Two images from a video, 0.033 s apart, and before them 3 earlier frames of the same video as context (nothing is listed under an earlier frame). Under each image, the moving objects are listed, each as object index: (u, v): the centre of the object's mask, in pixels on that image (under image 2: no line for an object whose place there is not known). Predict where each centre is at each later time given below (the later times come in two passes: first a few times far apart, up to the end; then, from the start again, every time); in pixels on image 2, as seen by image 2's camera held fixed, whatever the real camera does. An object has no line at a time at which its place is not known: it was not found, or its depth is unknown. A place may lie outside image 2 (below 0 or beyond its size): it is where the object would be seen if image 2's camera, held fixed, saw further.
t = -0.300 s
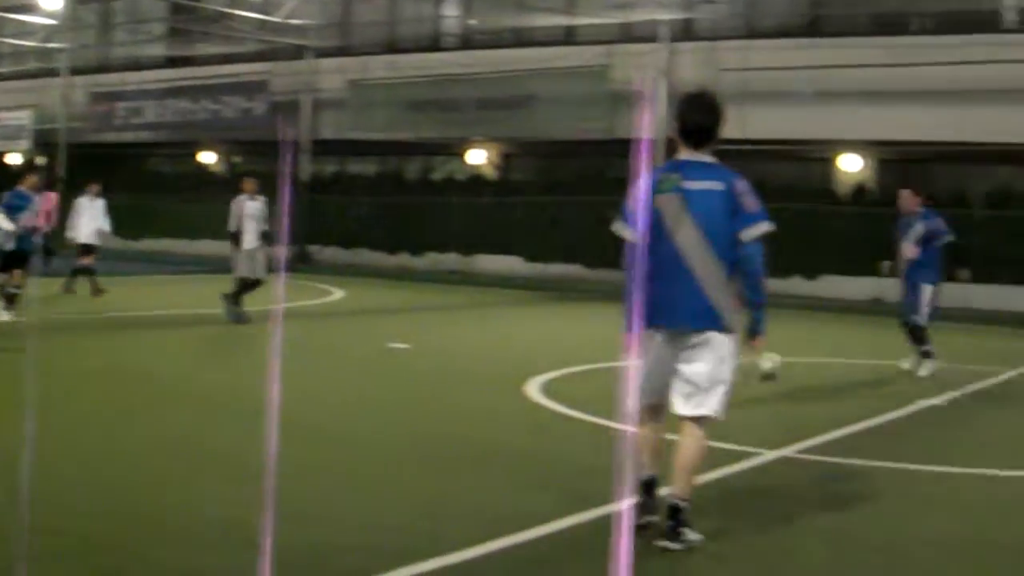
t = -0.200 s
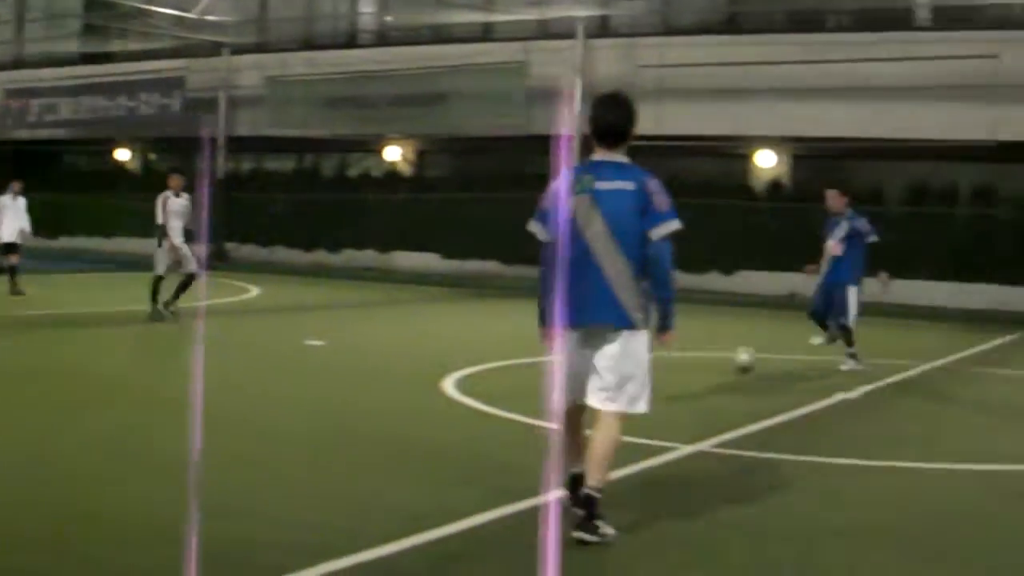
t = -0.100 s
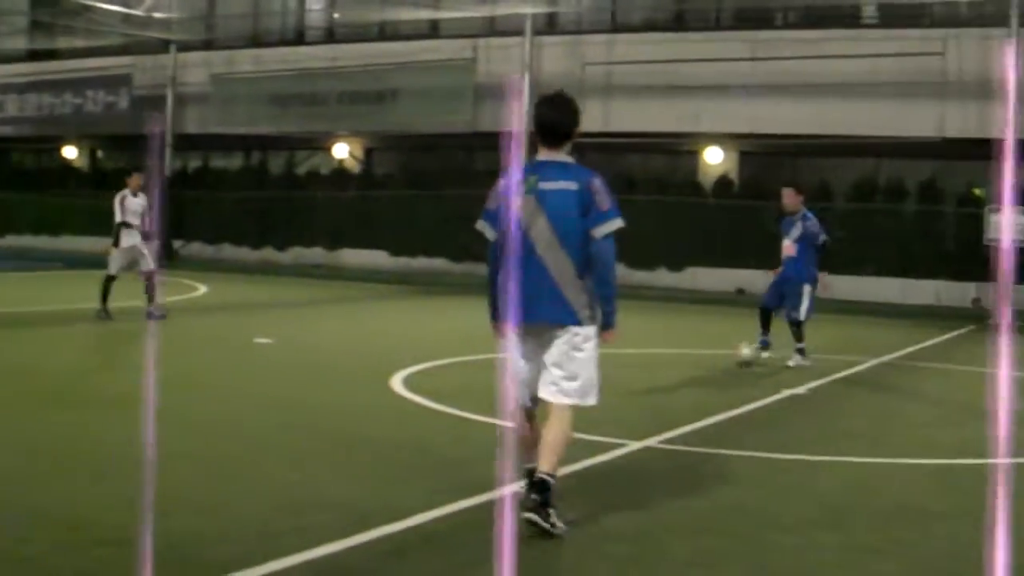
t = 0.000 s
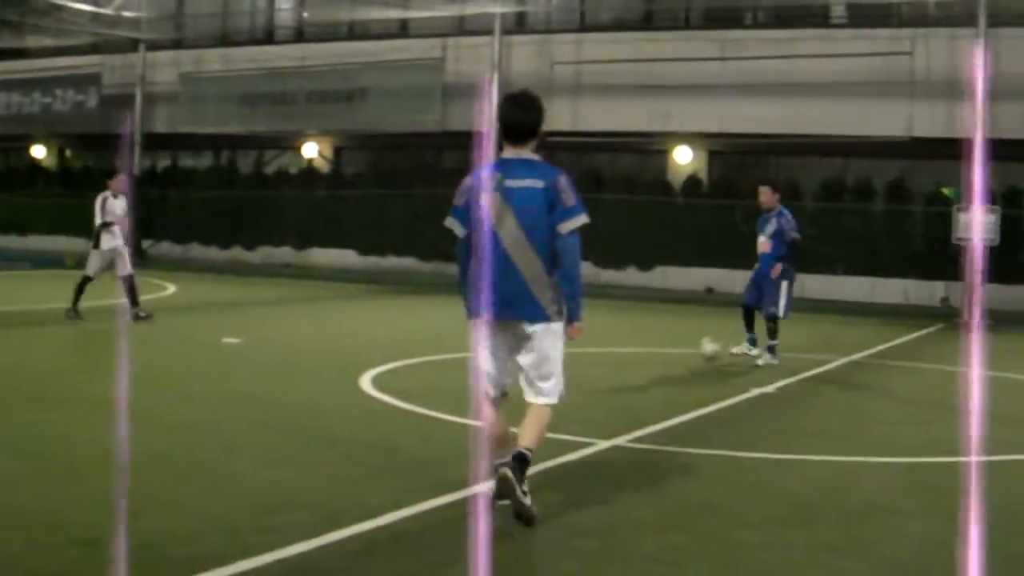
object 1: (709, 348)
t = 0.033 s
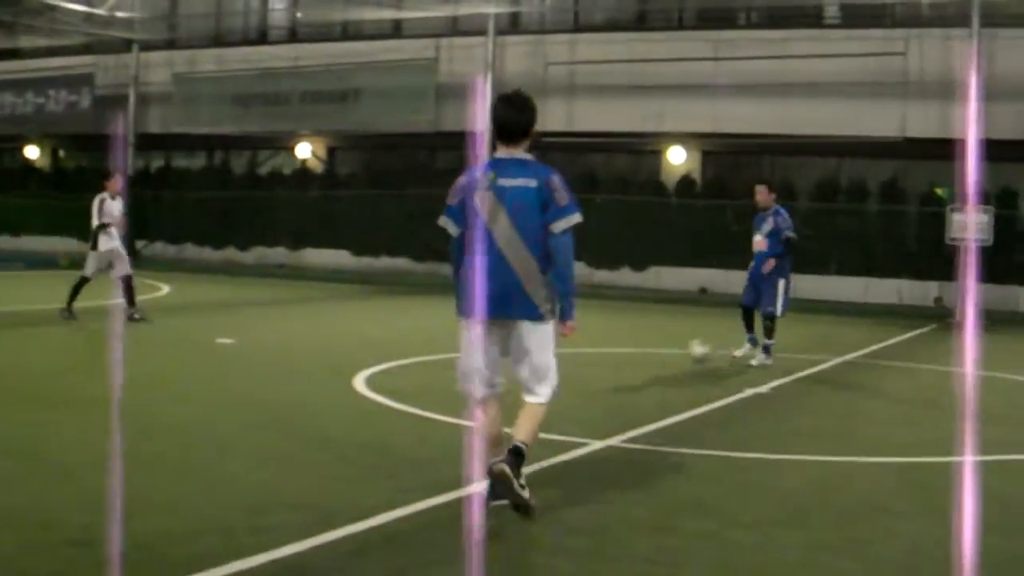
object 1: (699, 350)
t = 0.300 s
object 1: (666, 375)
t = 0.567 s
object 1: (647, 392)
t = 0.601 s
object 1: (646, 394)
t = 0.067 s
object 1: (693, 354)
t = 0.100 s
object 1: (687, 358)
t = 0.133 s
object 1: (682, 364)
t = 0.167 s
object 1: (678, 366)
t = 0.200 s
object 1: (676, 366)
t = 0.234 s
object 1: (673, 369)
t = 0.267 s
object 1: (670, 372)
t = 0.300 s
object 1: (666, 375)
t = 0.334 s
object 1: (663, 377)
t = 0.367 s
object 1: (661, 380)
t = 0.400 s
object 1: (658, 383)
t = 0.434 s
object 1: (655, 383)
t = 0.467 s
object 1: (654, 387)
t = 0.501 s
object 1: (651, 389)
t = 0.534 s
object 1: (649, 391)
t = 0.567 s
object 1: (647, 392)
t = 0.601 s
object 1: (646, 394)
